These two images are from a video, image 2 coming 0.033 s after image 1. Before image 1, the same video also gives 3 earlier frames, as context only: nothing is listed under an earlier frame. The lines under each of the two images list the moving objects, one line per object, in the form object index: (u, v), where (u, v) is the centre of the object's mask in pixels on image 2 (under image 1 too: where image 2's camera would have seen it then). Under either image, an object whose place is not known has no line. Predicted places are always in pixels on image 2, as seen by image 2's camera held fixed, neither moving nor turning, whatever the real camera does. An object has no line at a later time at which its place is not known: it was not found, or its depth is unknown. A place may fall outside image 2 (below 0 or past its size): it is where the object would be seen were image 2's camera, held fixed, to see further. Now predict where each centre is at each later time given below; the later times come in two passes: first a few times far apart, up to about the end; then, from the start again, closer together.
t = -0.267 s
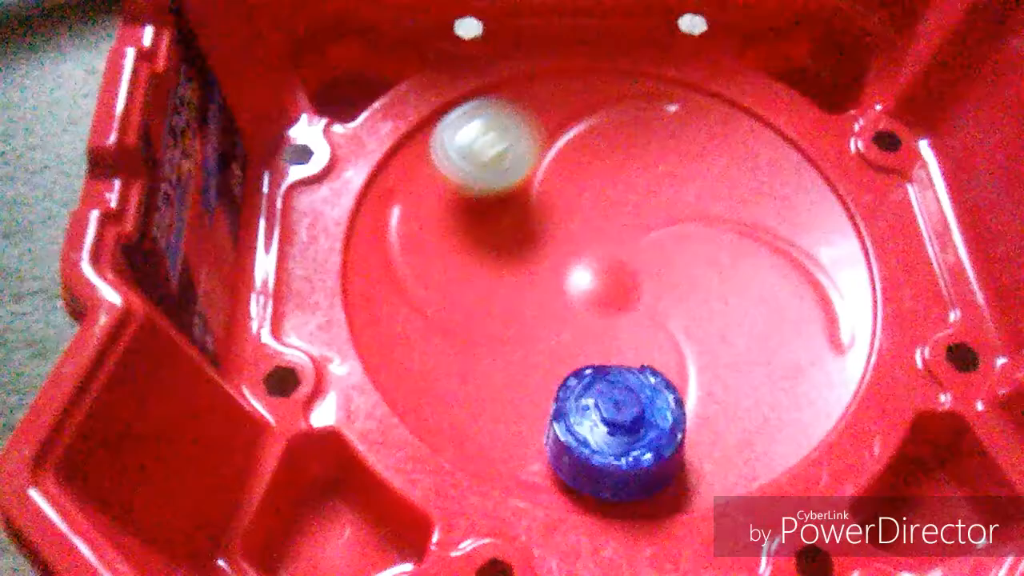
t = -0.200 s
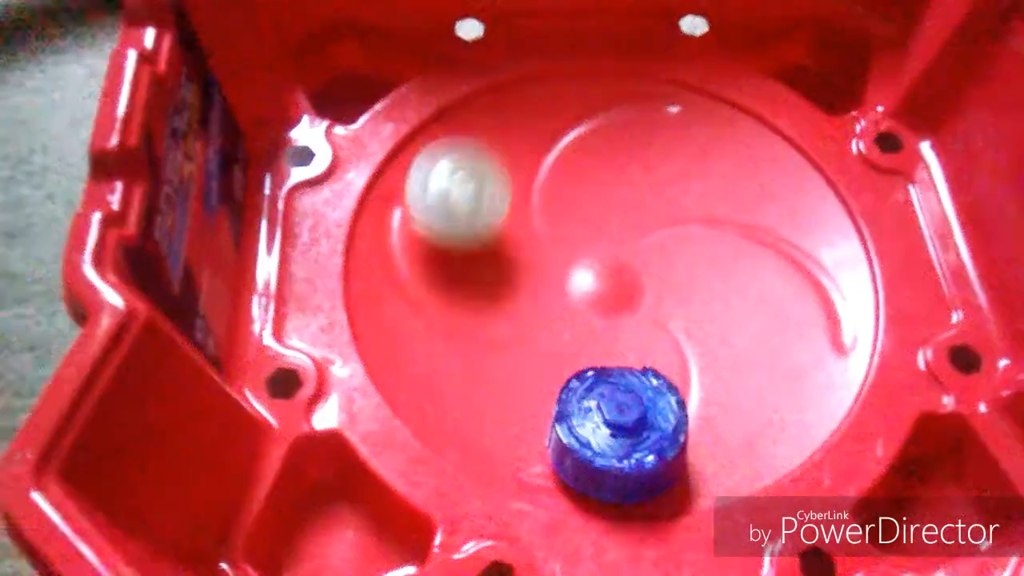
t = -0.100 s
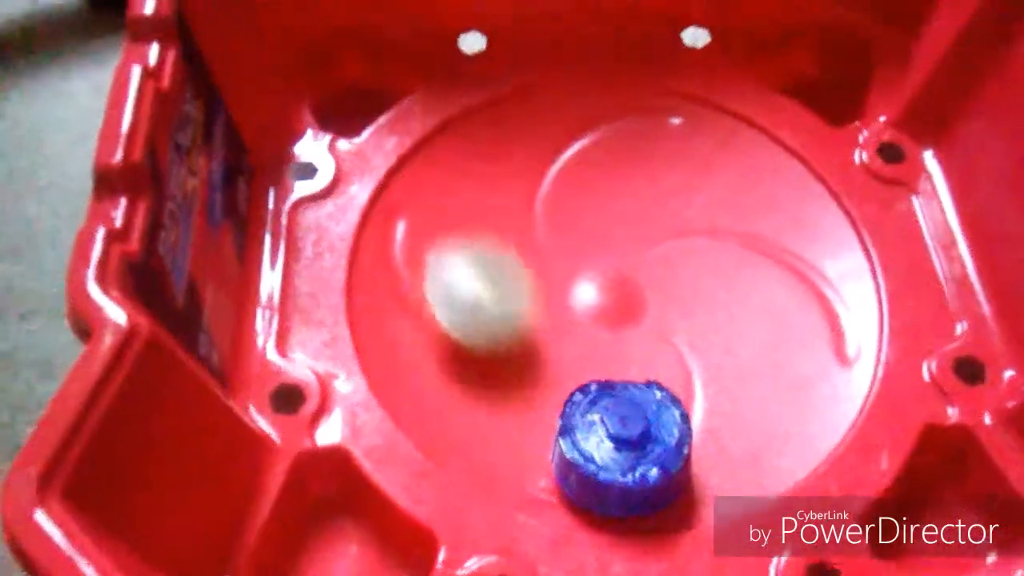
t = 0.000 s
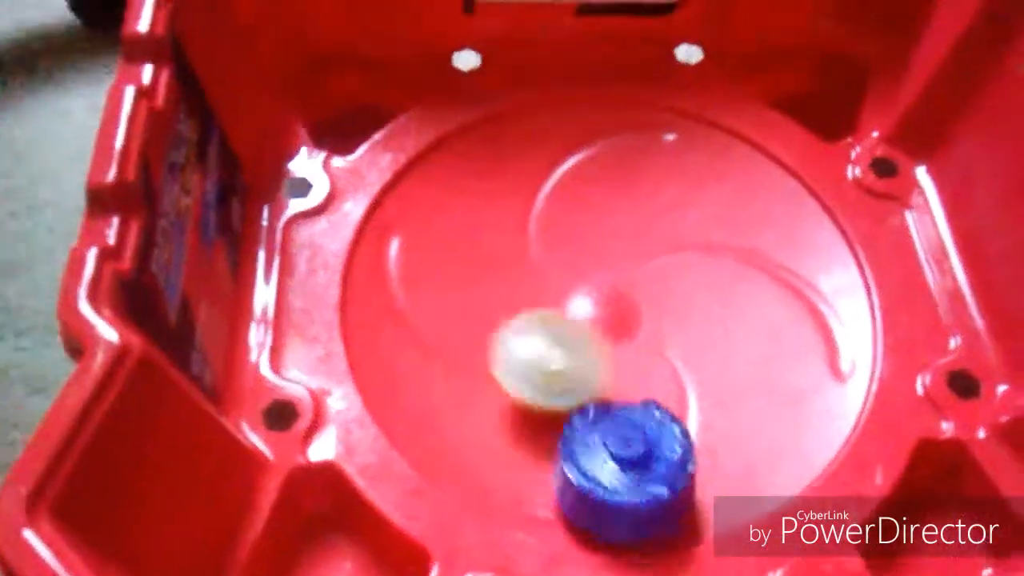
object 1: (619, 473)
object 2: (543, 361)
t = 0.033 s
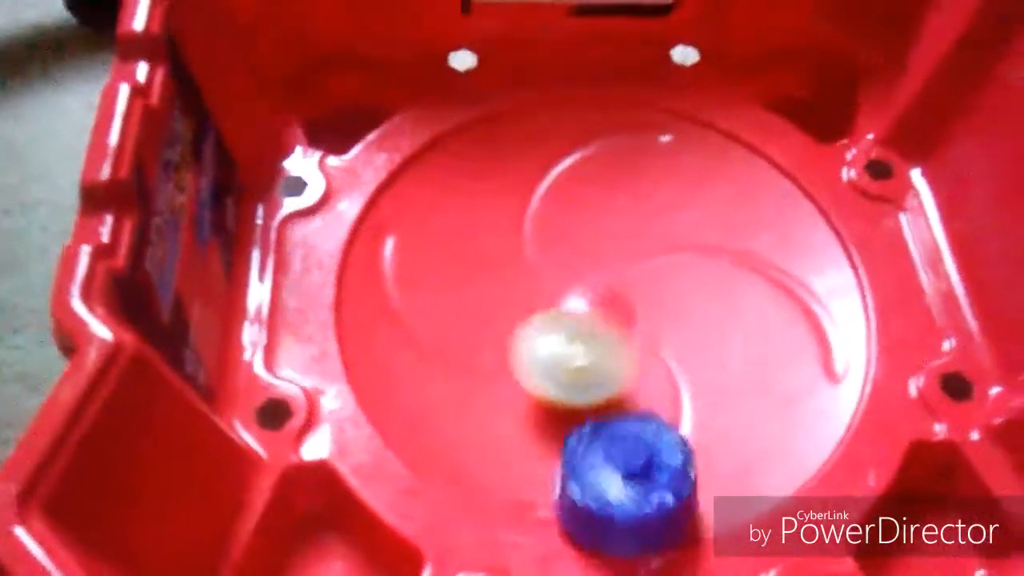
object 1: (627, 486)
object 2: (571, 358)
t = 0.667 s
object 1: (628, 488)
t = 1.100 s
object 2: (681, 218)
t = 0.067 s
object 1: (630, 492)
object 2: (600, 352)
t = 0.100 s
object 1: (630, 490)
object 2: (628, 339)
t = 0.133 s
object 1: (629, 489)
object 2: (651, 322)
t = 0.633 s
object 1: (628, 488)
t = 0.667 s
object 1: (628, 488)
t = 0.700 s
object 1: (629, 488)
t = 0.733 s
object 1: (629, 488)
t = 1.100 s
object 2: (681, 218)
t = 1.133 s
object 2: (663, 201)
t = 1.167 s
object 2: (640, 194)
